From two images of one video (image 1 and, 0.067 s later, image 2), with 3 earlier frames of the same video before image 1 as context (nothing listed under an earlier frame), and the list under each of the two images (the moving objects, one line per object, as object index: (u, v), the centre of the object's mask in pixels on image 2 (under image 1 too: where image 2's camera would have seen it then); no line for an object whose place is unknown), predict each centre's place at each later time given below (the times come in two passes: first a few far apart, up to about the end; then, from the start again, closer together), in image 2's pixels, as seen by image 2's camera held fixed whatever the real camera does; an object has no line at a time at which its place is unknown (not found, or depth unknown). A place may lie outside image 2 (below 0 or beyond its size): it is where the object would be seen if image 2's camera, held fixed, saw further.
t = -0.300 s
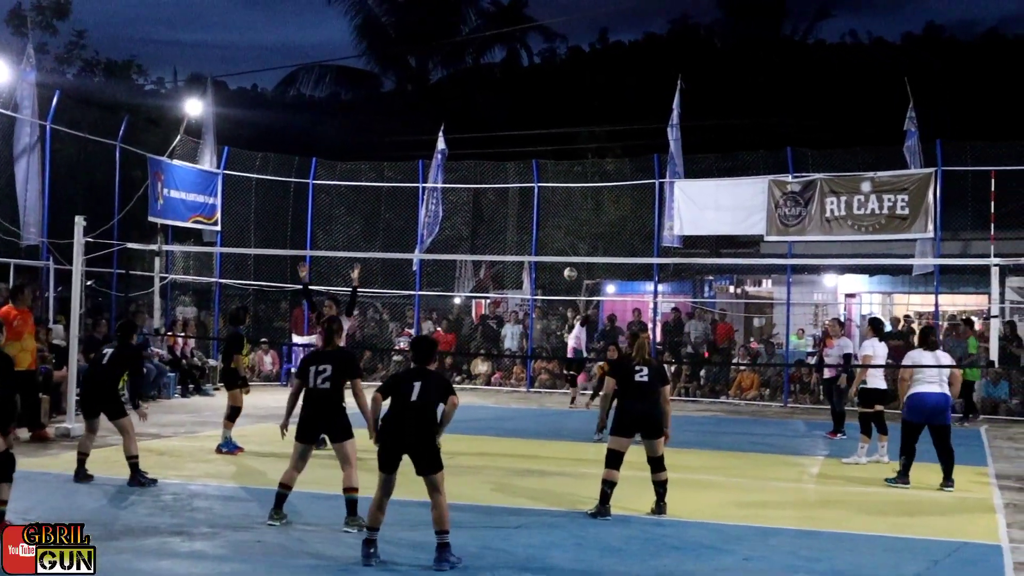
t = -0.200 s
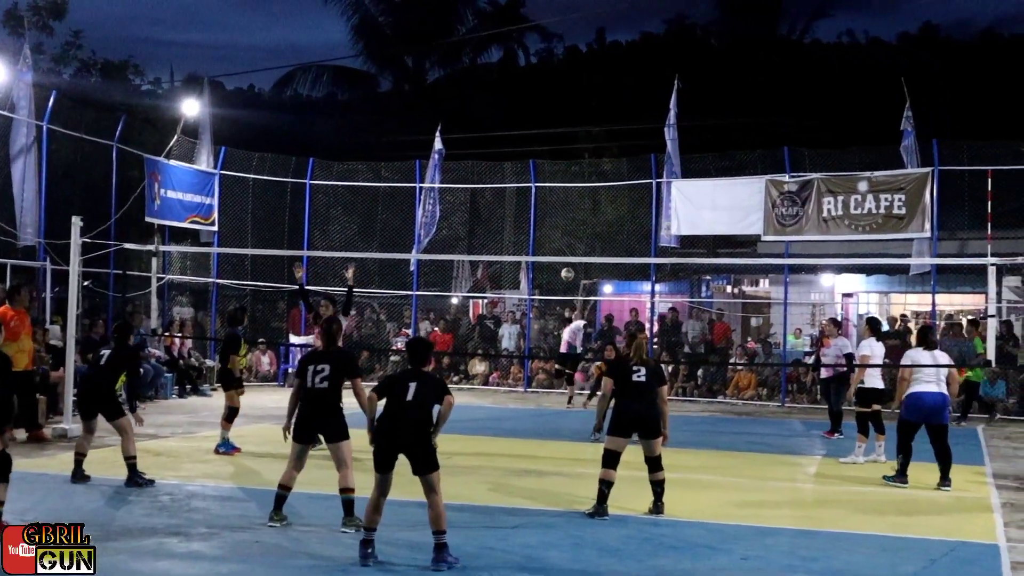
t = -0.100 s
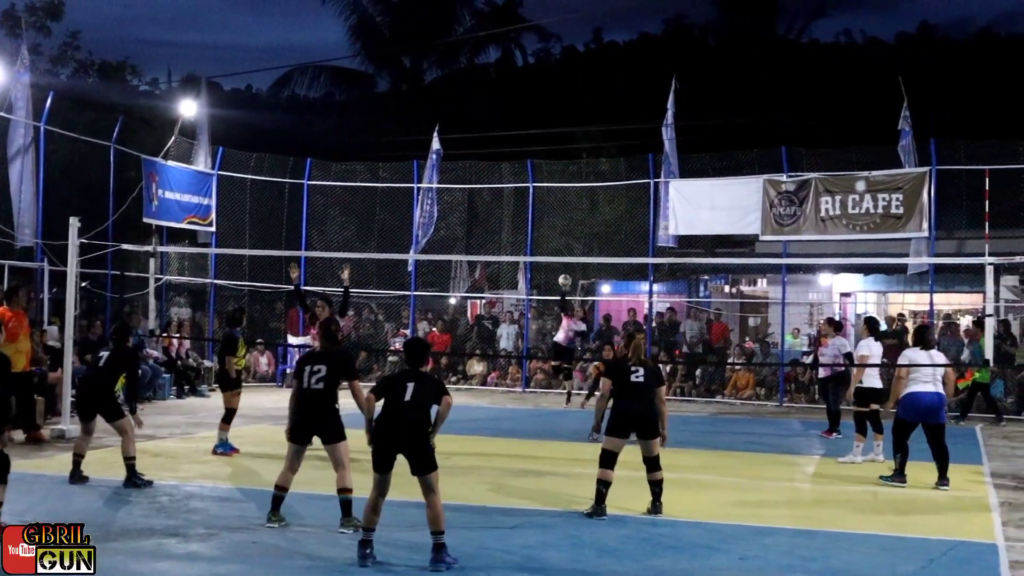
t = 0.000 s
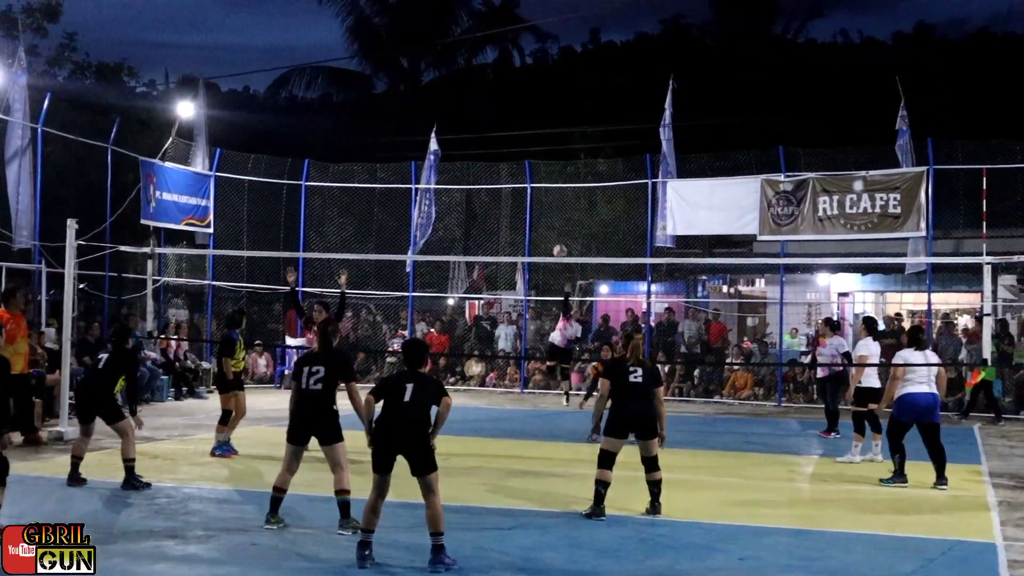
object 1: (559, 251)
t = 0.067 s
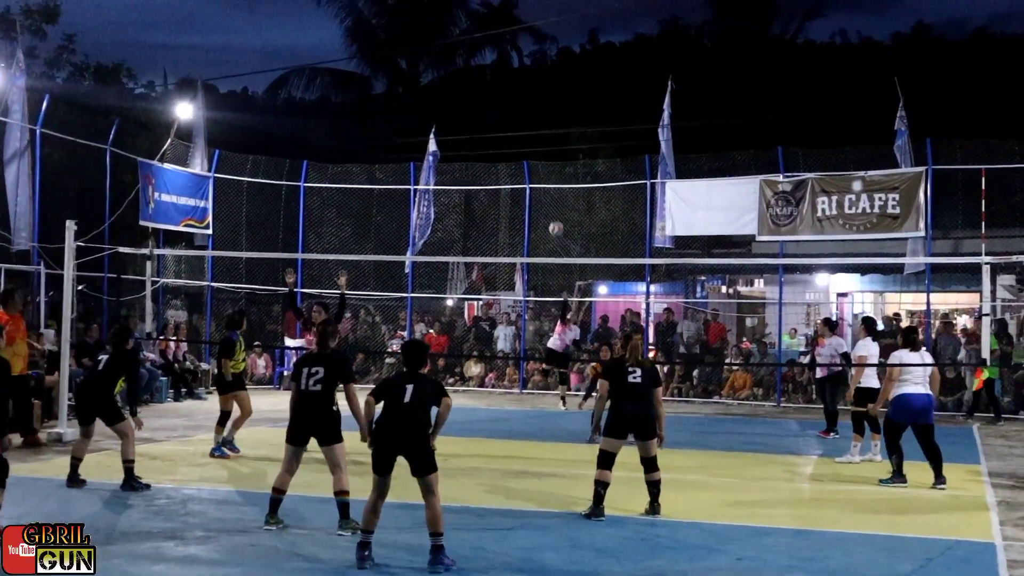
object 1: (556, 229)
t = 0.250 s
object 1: (550, 171)
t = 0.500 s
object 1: (542, 123)
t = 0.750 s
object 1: (536, 129)
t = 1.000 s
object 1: (531, 216)
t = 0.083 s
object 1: (555, 223)
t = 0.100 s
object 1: (554, 217)
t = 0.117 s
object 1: (554, 212)
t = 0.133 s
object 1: (553, 207)
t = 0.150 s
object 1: (553, 201)
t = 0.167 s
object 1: (552, 196)
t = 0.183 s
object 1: (552, 192)
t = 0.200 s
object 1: (552, 186)
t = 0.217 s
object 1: (551, 182)
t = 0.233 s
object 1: (551, 177)
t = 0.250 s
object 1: (550, 171)
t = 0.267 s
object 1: (550, 168)
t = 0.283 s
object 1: (550, 163)
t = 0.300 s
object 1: (549, 159)
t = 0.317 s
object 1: (548, 155)
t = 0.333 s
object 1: (548, 152)
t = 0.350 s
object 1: (547, 148)
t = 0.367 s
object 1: (547, 145)
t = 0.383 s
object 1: (546, 141)
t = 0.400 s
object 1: (546, 138)
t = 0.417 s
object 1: (545, 136)
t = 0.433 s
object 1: (544, 133)
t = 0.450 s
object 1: (544, 129)
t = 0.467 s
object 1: (543, 128)
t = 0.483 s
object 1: (543, 125)
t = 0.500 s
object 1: (542, 123)
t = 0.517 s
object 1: (542, 122)
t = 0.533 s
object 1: (541, 120)
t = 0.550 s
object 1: (541, 119)
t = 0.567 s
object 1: (540, 118)
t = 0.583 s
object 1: (540, 117)
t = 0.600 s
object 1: (540, 117)
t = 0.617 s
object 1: (539, 117)
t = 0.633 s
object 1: (539, 117)
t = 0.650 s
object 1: (539, 118)
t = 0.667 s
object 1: (539, 119)
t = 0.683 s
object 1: (538, 120)
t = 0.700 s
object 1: (538, 121)
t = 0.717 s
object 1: (537, 123)
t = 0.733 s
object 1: (537, 125)
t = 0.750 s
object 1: (536, 129)
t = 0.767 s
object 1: (536, 131)
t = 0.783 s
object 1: (536, 135)
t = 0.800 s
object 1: (535, 139)
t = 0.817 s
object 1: (535, 143)
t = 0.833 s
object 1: (535, 147)
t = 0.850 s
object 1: (534, 153)
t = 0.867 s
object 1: (534, 158)
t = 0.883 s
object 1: (533, 162)
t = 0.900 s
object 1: (533, 170)
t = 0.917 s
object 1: (533, 176)
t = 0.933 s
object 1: (532, 182)
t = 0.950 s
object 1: (532, 191)
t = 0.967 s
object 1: (532, 200)
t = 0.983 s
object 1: (531, 206)
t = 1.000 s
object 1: (531, 216)
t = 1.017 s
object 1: (531, 228)
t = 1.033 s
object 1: (531, 236)
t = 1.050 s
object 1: (530, 247)
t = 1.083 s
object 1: (529, 272)
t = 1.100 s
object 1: (528, 282)
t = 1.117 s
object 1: (527, 299)
